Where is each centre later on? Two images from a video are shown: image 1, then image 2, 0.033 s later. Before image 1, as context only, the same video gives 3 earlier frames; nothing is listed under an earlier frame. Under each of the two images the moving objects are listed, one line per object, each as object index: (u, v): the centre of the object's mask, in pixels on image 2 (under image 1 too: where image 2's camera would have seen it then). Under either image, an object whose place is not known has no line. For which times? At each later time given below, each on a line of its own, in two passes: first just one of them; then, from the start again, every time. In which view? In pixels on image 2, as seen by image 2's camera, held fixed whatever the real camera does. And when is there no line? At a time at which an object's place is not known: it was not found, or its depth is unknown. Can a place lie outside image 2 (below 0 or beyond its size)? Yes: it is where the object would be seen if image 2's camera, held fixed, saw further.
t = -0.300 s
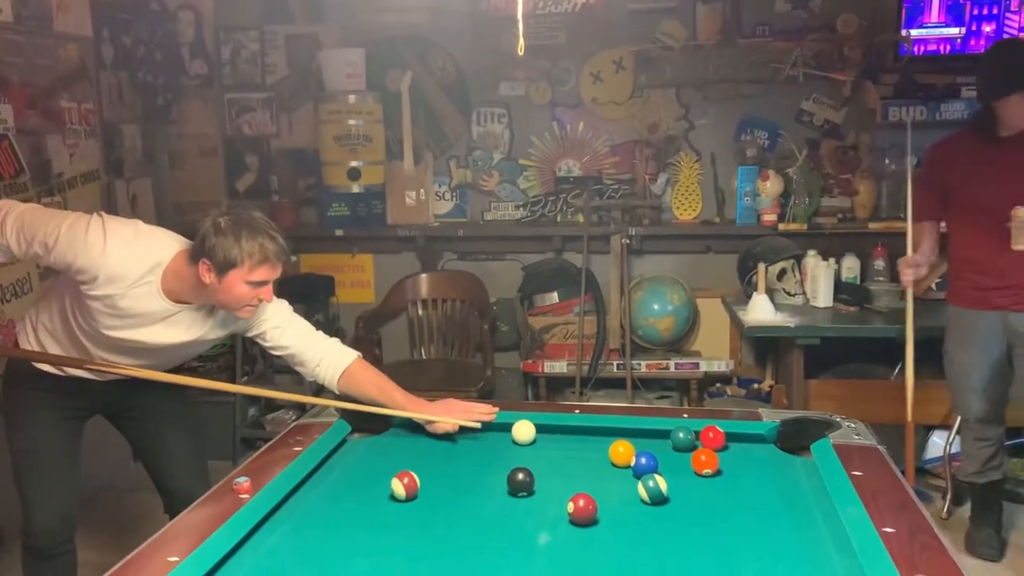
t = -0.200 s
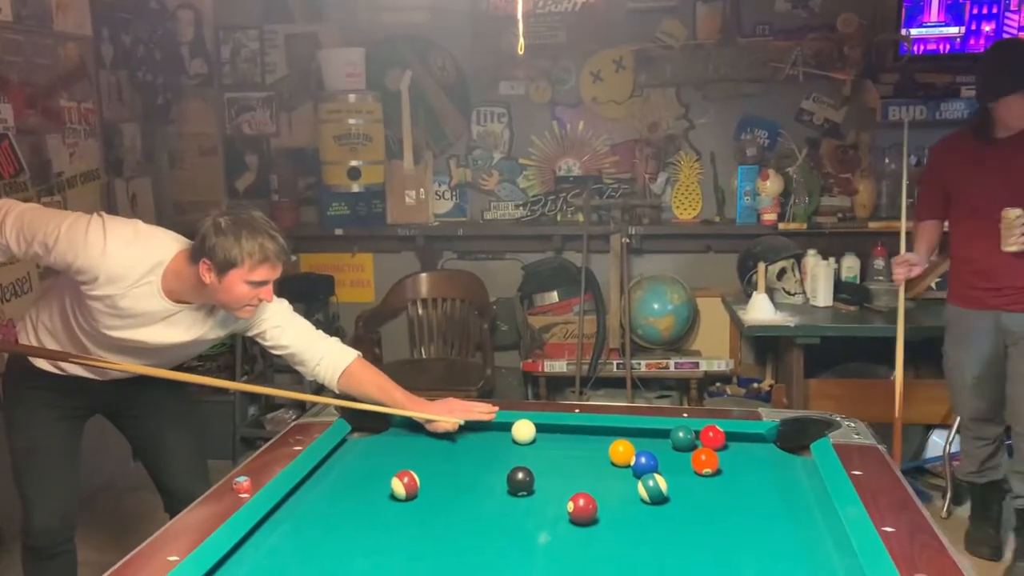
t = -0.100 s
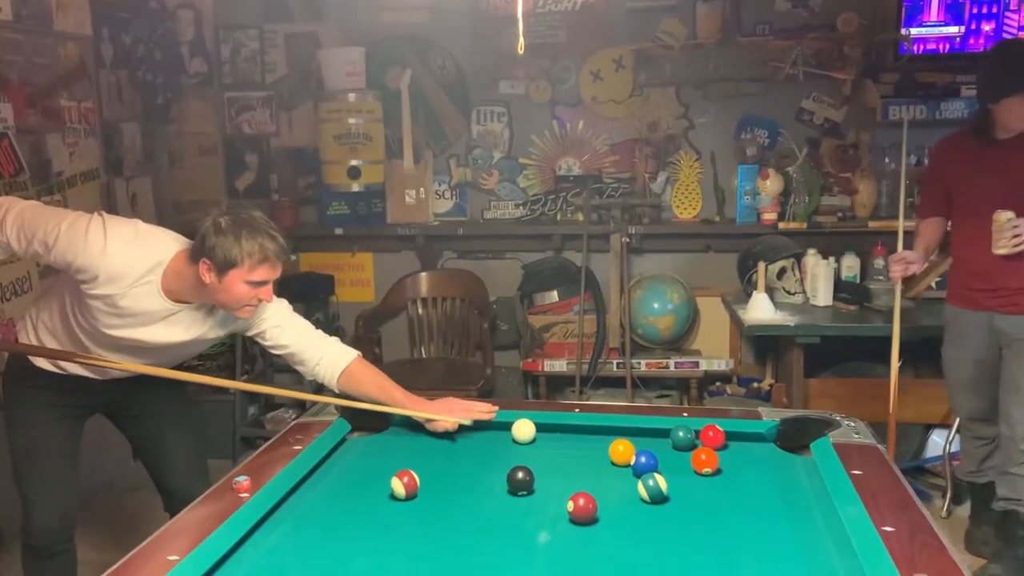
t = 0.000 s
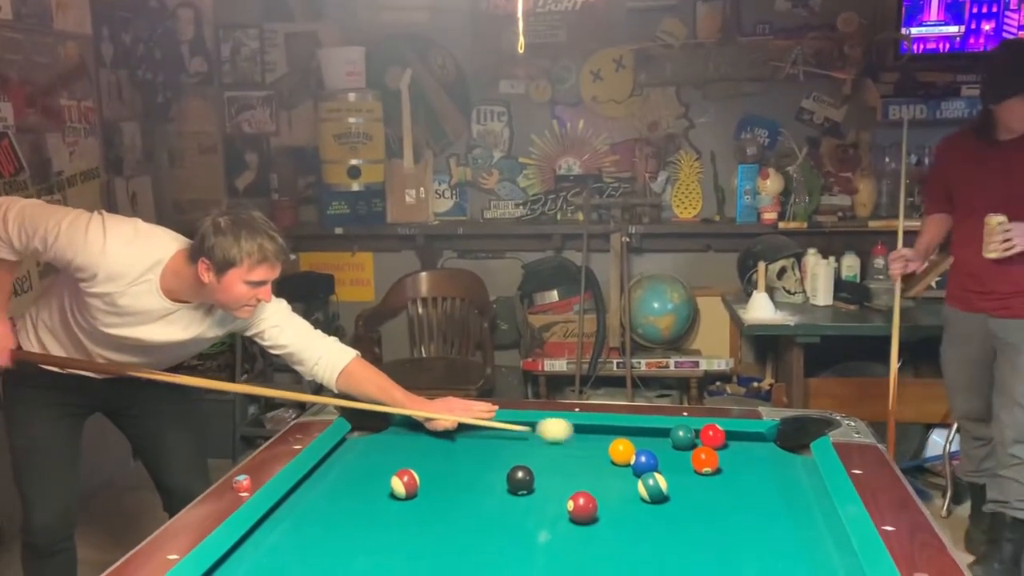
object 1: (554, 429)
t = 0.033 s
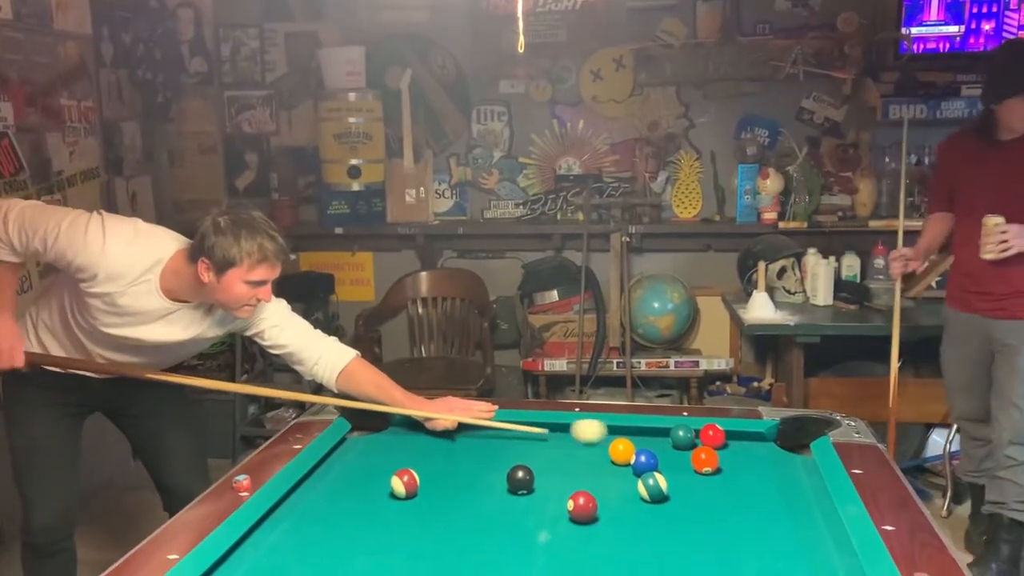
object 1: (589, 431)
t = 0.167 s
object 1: (661, 434)
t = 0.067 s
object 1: (622, 430)
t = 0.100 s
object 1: (653, 433)
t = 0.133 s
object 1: (659, 433)
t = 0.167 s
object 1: (661, 434)
